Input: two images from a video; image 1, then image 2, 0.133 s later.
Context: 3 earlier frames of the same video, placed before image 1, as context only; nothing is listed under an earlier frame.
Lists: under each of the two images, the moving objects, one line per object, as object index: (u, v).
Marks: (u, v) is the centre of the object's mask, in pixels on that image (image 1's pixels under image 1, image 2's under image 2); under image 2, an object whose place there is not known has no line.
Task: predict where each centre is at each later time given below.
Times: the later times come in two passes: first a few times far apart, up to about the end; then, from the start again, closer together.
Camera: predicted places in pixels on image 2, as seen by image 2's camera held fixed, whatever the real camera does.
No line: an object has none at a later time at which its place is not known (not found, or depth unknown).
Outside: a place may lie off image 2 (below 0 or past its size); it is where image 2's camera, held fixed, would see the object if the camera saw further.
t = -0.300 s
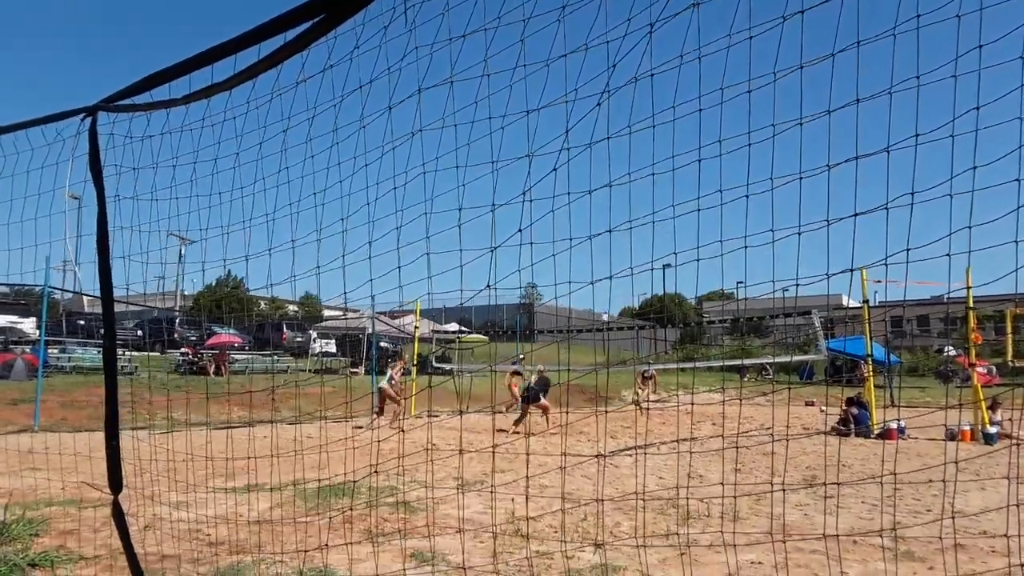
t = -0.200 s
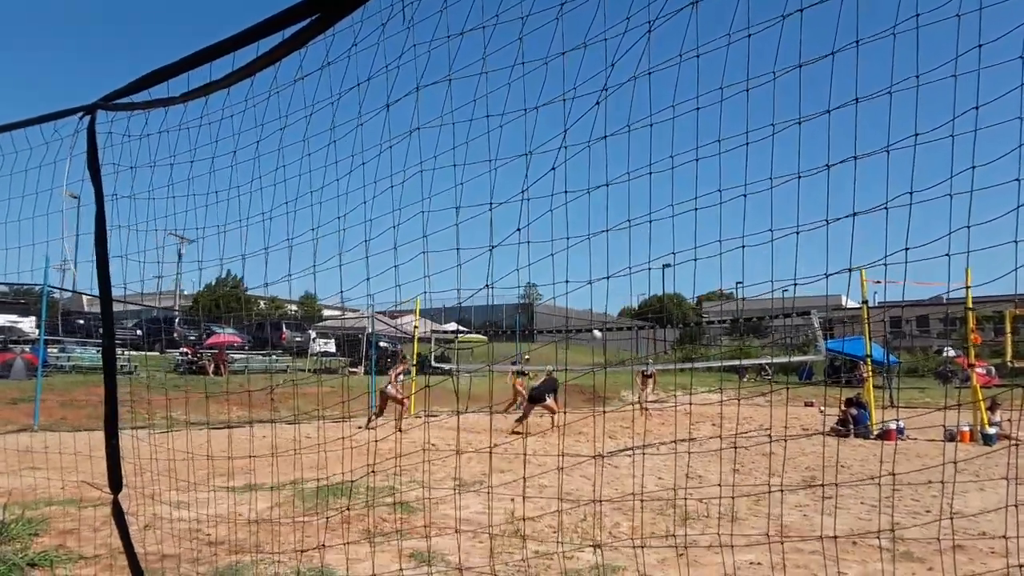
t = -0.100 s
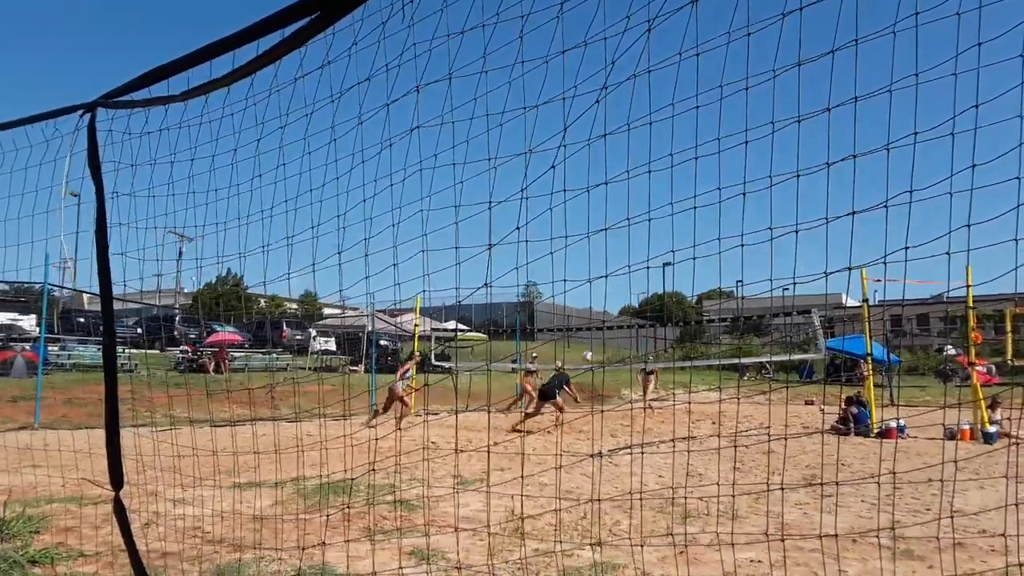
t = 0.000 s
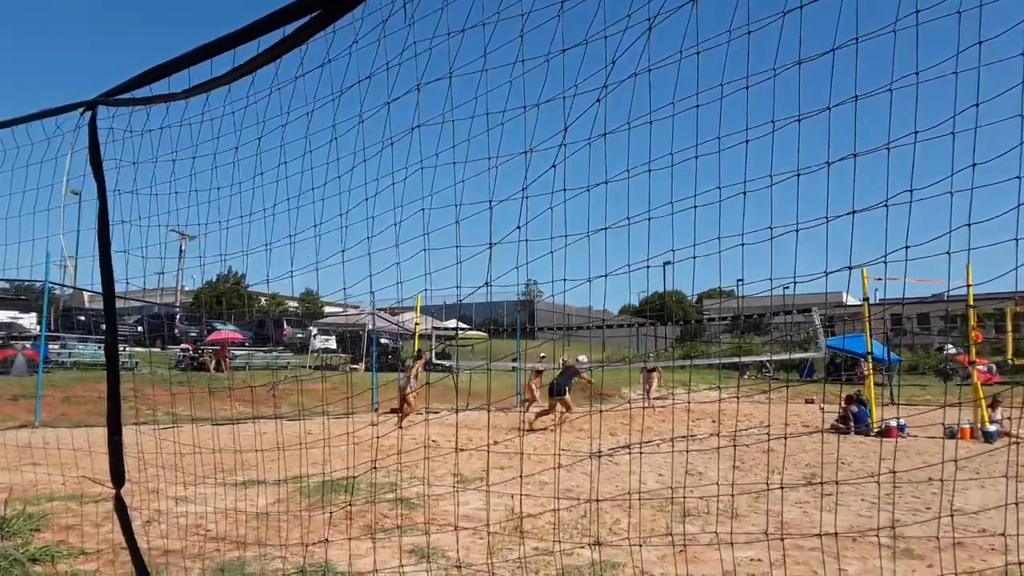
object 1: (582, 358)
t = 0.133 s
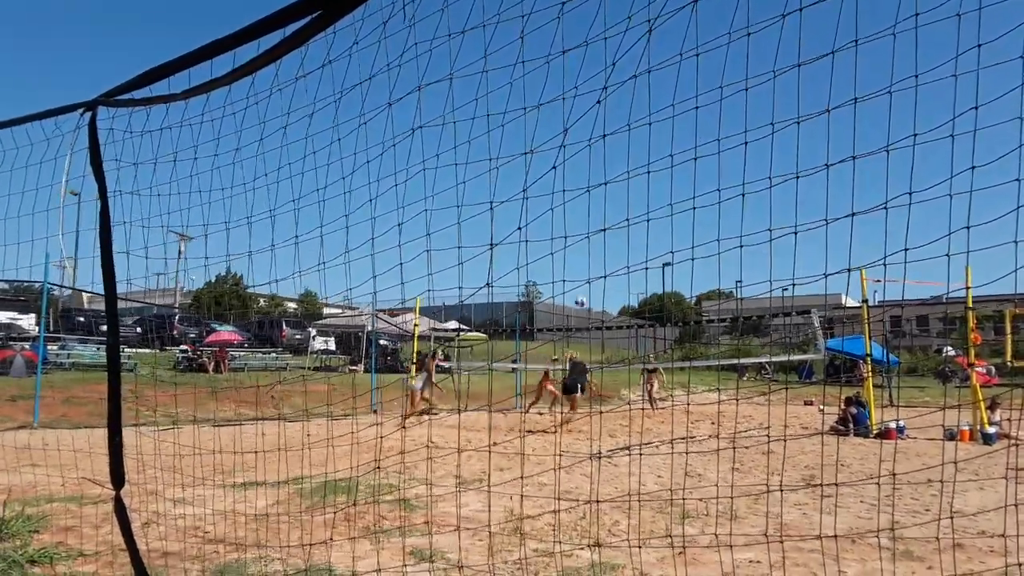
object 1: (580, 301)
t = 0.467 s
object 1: (581, 198)
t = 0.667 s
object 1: (582, 167)
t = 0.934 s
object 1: (584, 156)
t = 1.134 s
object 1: (585, 171)
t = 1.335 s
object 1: (590, 205)
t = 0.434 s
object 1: (581, 205)
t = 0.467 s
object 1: (581, 198)
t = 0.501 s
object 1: (581, 192)
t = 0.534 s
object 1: (581, 185)
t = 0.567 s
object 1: (581, 179)
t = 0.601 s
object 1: (582, 174)
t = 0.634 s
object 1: (581, 170)
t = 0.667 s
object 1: (582, 167)
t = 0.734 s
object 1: (583, 160)
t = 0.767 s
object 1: (583, 159)
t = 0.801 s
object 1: (583, 157)
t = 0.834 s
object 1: (583, 156)
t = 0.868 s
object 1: (584, 155)
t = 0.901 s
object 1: (584, 155)
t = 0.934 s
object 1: (584, 156)
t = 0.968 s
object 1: (584, 156)
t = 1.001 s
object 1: (584, 159)
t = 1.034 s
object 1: (585, 161)
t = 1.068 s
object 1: (585, 163)
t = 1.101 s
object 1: (586, 166)
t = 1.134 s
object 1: (585, 171)
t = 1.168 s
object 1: (586, 175)
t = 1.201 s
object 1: (587, 180)
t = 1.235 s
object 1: (589, 186)
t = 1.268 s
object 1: (589, 192)
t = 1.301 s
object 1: (589, 198)
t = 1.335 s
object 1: (590, 205)
